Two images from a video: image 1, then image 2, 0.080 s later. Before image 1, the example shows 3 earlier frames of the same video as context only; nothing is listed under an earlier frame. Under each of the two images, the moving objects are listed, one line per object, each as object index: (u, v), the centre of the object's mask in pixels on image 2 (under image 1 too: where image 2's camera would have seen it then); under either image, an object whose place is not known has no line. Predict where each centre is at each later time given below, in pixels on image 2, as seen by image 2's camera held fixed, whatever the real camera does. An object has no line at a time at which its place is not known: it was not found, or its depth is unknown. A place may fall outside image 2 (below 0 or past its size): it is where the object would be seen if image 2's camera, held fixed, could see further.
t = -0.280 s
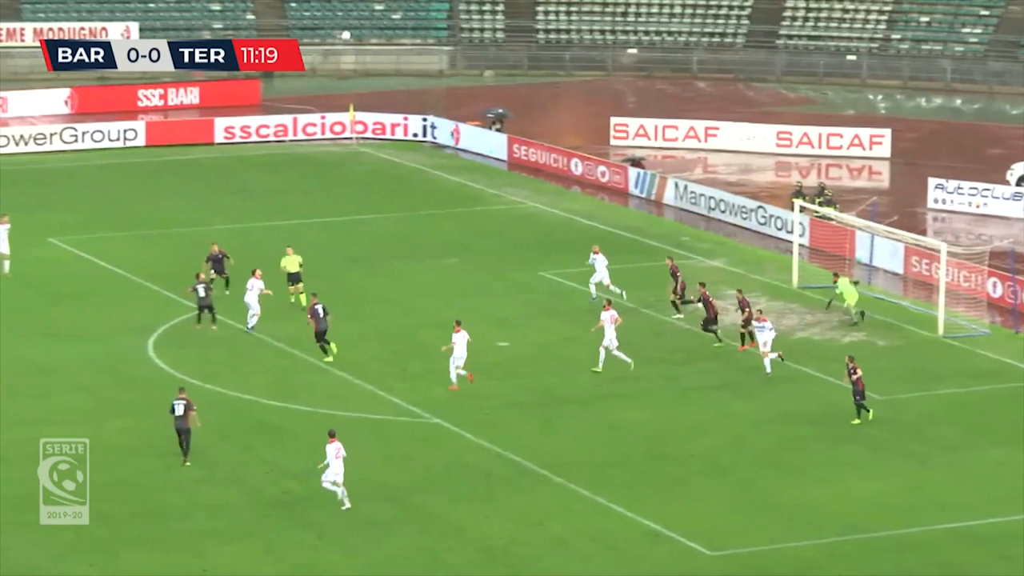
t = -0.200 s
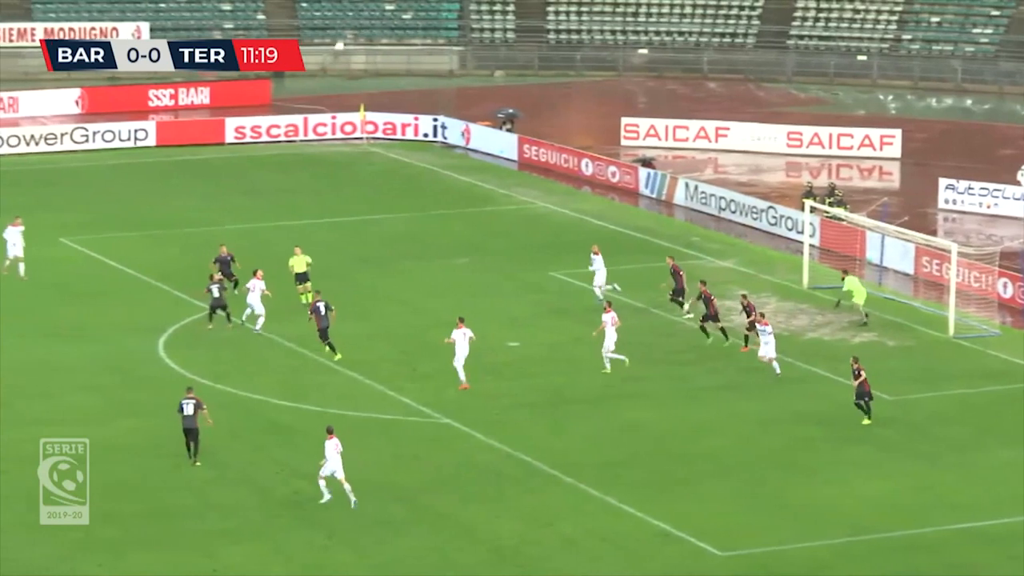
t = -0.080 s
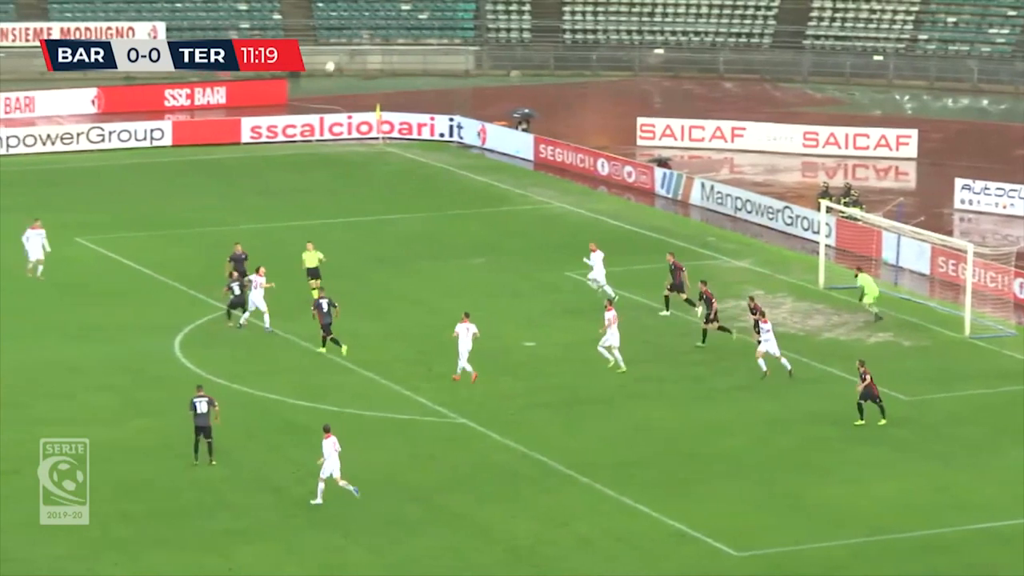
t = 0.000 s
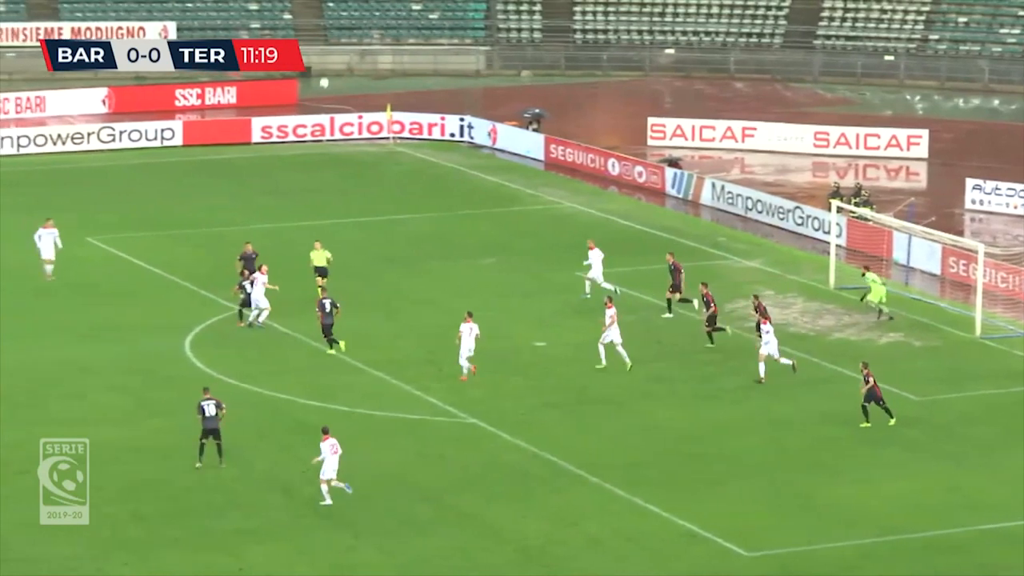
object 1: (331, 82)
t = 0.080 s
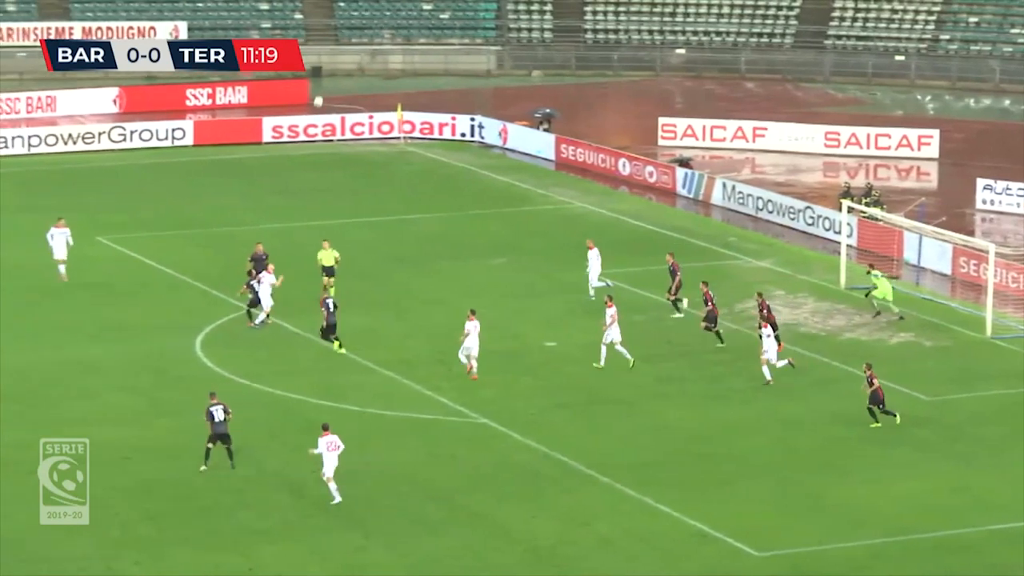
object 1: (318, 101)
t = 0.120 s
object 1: (311, 110)
